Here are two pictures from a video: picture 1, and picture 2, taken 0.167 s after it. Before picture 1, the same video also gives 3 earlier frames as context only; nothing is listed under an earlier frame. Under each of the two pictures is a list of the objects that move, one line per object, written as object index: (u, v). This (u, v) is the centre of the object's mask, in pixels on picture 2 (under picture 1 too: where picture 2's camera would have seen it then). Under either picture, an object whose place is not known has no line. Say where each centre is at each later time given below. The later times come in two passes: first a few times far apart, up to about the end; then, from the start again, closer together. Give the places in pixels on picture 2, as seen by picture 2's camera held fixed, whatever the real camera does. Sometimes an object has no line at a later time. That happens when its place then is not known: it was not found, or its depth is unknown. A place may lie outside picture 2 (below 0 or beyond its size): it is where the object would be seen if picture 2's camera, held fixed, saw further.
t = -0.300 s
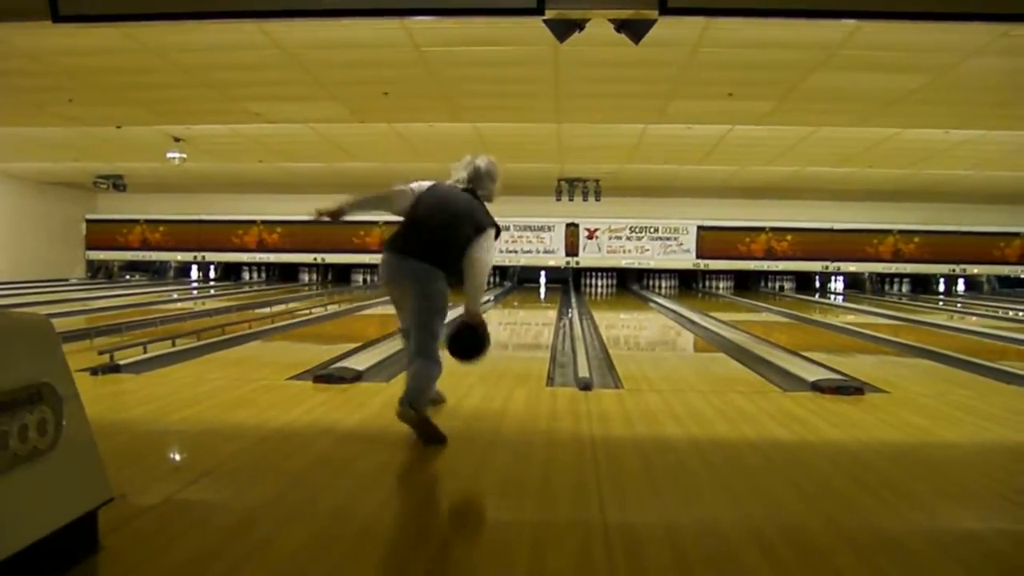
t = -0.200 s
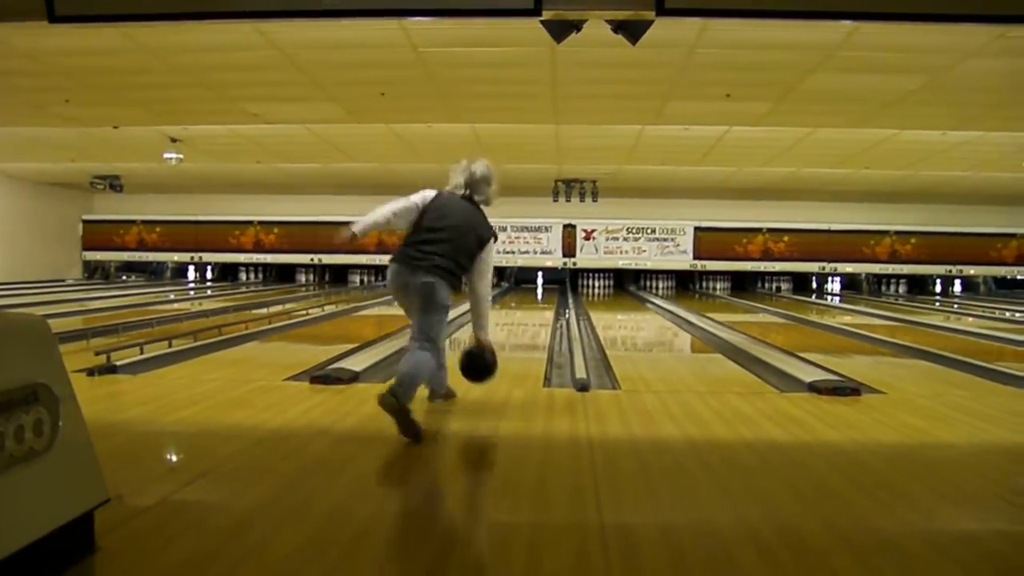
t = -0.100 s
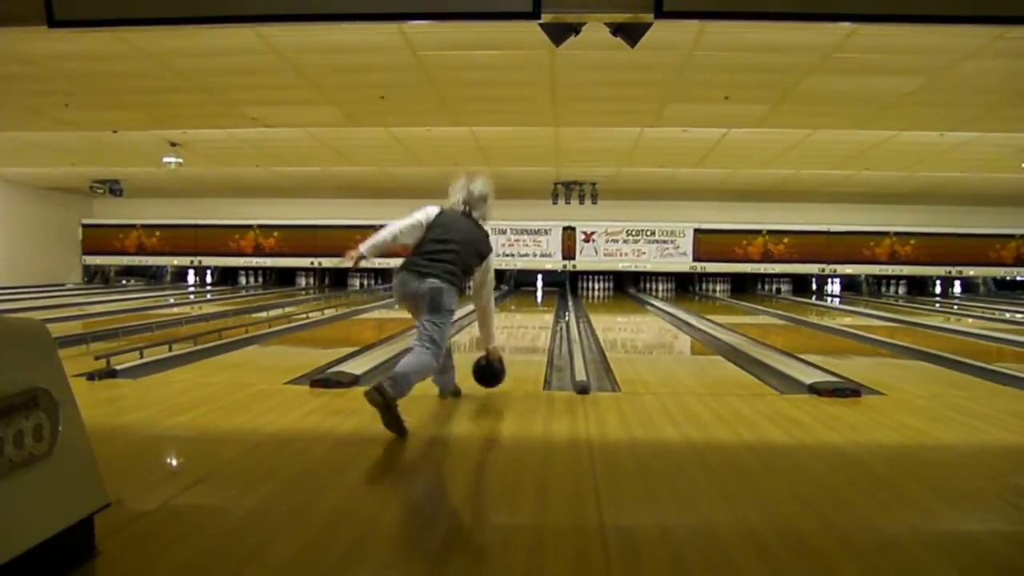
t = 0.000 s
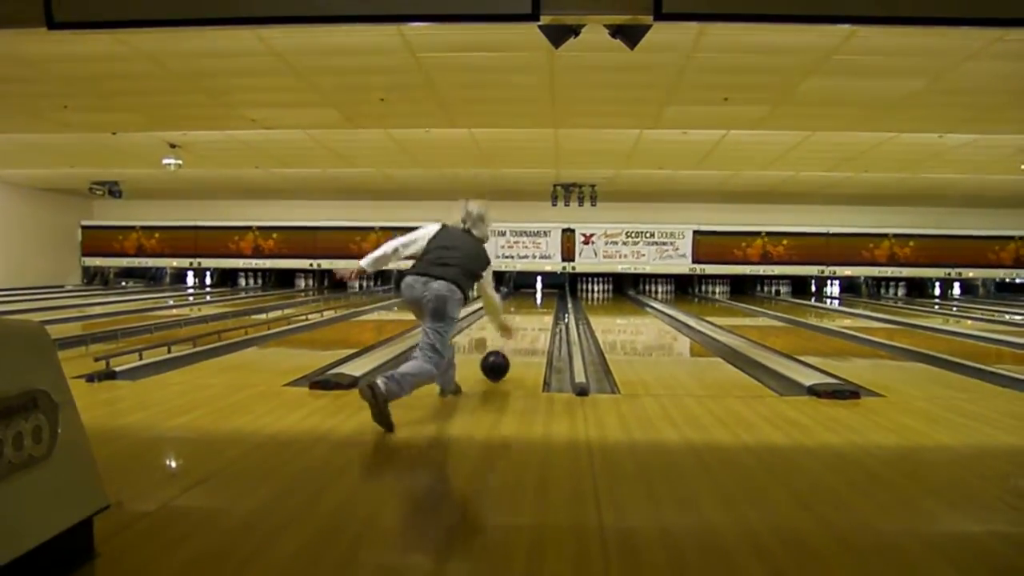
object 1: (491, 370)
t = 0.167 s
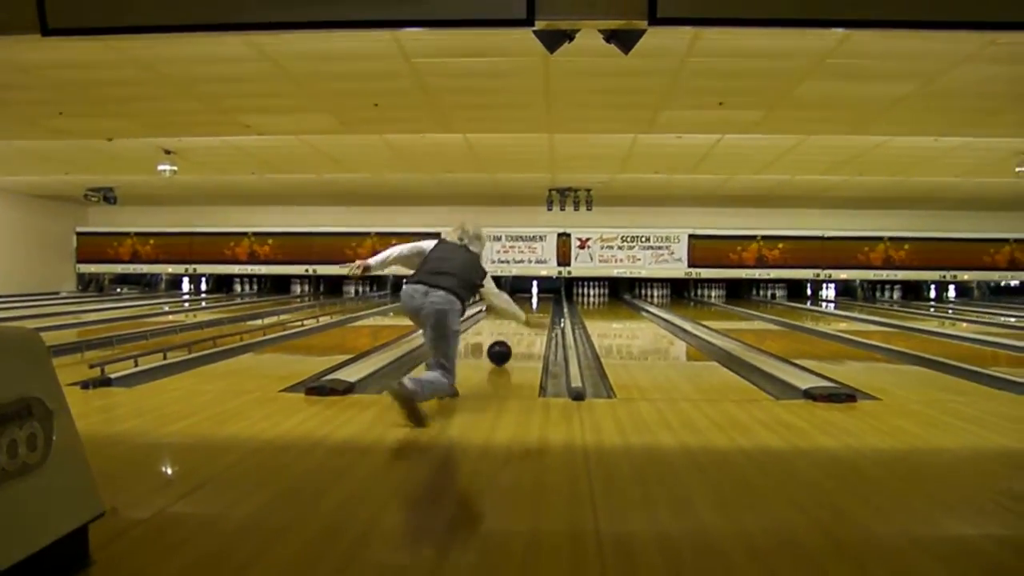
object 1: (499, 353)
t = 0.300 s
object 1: (500, 346)
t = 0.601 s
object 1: (511, 327)
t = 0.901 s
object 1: (515, 316)
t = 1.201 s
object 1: (518, 311)
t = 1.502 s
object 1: (520, 305)
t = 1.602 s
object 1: (520, 305)
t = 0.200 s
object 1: (500, 350)
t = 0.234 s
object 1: (501, 347)
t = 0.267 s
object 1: (502, 345)
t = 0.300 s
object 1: (500, 346)
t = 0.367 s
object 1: (510, 337)
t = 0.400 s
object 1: (508, 336)
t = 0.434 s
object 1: (507, 334)
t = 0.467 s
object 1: (508, 332)
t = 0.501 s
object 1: (509, 331)
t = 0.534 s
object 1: (509, 329)
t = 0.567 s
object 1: (510, 328)
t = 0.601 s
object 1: (511, 327)
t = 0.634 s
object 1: (511, 325)
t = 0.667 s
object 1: (512, 324)
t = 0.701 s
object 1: (512, 323)
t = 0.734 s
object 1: (513, 321)
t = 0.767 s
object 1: (513, 320)
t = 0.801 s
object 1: (514, 319)
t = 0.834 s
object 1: (514, 318)
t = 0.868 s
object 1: (514, 317)
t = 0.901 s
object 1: (515, 316)
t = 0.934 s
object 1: (515, 315)
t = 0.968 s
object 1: (515, 314)
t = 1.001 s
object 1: (515, 314)
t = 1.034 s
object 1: (515, 314)
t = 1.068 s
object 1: (516, 314)
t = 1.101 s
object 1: (516, 314)
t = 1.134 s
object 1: (516, 312)
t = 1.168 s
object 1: (517, 312)
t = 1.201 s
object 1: (518, 311)
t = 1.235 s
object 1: (518, 311)
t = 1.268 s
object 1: (520, 310)
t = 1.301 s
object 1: (521, 309)
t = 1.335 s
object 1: (521, 308)
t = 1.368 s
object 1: (521, 308)
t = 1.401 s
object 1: (521, 307)
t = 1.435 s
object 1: (521, 307)
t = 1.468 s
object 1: (521, 305)
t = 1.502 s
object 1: (520, 305)
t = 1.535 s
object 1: (519, 305)
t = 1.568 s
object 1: (519, 305)
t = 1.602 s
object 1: (520, 305)
